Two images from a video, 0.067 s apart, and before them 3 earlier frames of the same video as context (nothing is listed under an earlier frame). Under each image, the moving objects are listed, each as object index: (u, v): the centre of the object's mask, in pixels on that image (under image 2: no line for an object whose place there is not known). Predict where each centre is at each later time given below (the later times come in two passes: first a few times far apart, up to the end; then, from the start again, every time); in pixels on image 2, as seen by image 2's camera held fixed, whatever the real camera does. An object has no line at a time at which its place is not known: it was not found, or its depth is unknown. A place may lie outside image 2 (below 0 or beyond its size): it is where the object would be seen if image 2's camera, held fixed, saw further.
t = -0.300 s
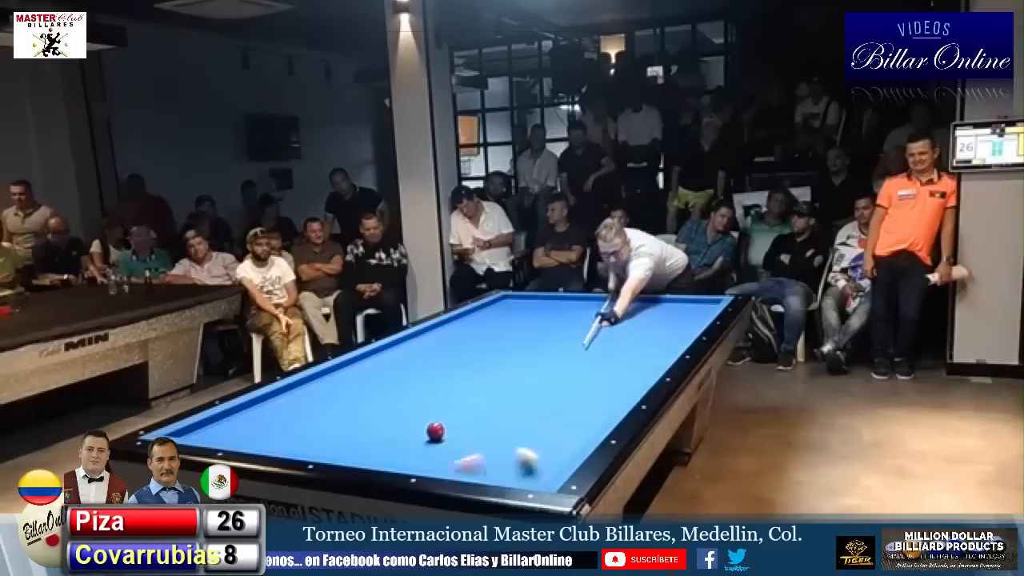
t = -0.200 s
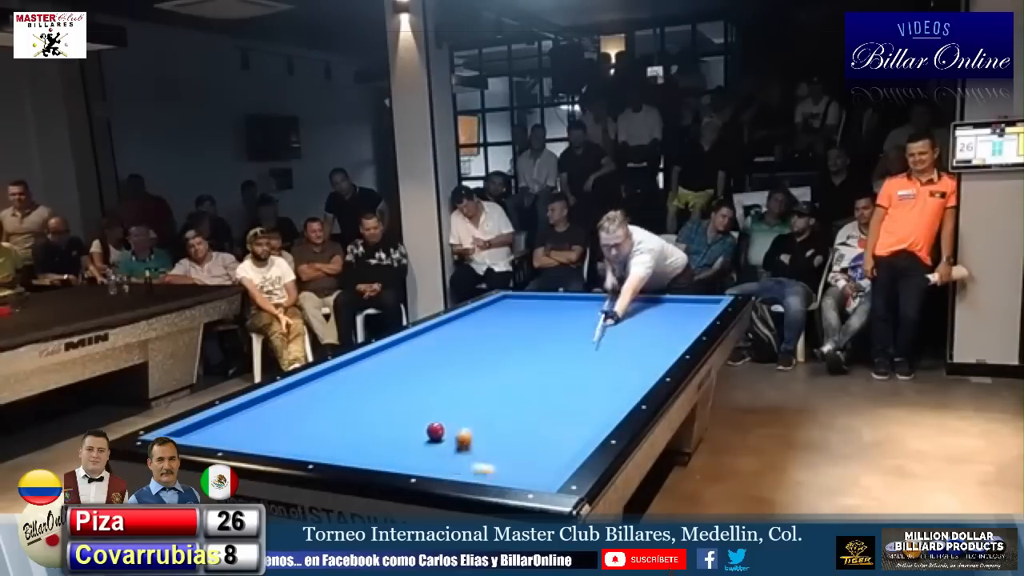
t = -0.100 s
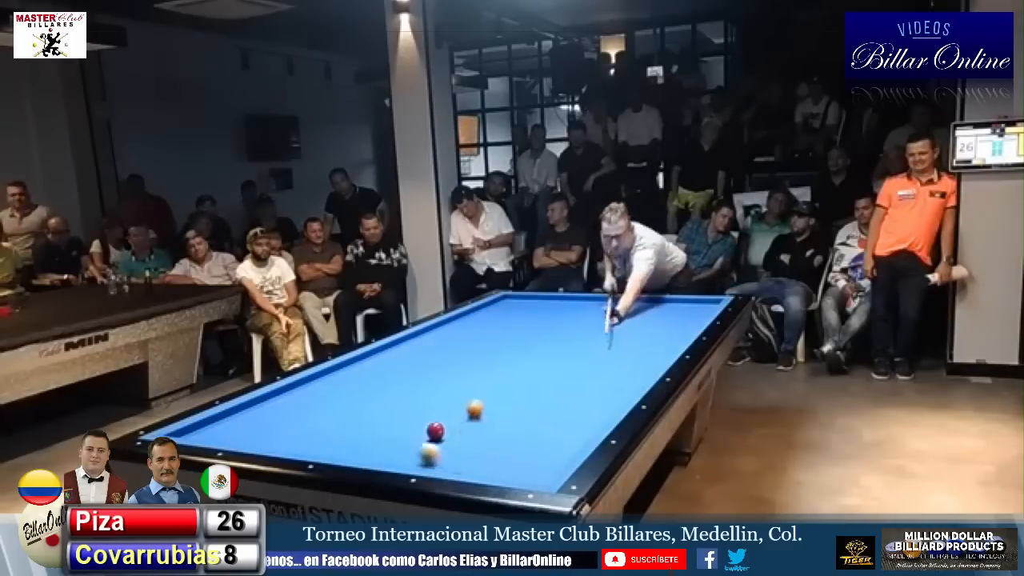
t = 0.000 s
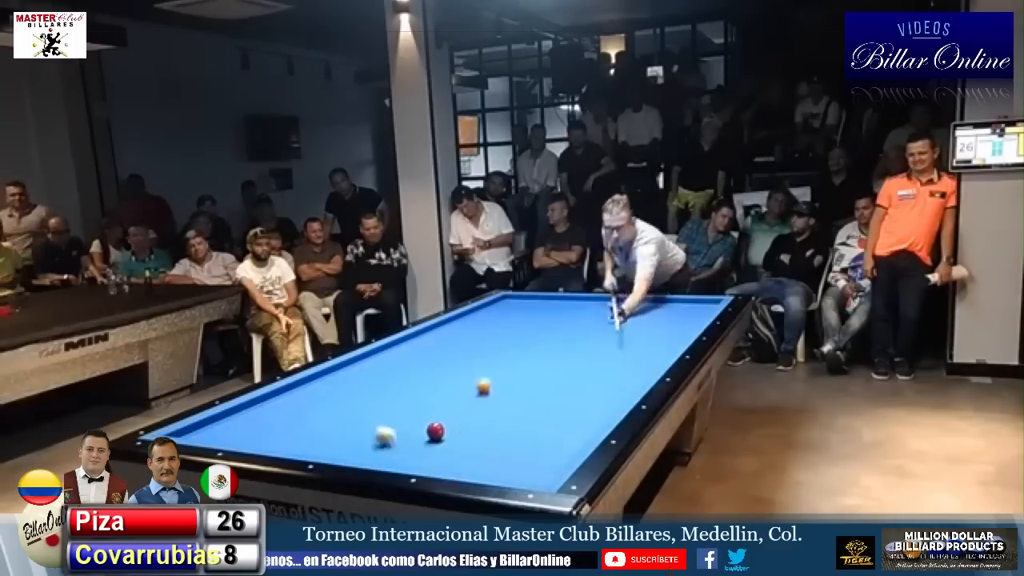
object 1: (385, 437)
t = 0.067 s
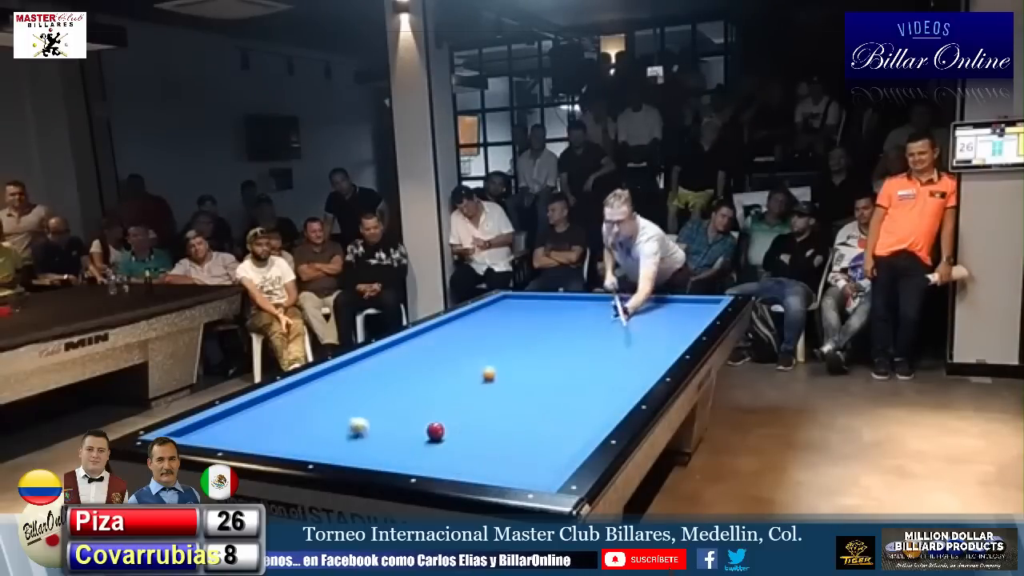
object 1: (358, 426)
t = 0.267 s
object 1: (290, 407)
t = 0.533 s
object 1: (326, 394)
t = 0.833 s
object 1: (416, 388)
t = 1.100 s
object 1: (486, 383)
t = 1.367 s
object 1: (556, 378)
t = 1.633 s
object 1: (626, 373)
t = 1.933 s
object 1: (620, 367)
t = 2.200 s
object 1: (595, 362)
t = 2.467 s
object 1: (574, 357)
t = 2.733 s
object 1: (553, 352)
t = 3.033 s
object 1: (533, 347)
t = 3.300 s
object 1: (516, 344)
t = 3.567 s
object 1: (500, 340)
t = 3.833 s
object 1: (486, 337)
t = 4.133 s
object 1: (471, 333)
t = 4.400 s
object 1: (459, 331)
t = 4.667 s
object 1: (447, 328)
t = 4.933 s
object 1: (437, 326)
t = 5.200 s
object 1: (446, 325)
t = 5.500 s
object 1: (457, 324)
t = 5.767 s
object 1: (466, 323)
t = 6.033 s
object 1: (475, 322)
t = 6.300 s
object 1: (484, 322)
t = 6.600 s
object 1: (492, 321)
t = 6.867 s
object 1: (500, 321)
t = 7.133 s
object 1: (506, 320)
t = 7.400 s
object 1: (512, 319)
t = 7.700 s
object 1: (518, 318)
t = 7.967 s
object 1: (522, 318)
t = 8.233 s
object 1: (526, 318)
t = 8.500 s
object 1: (530, 319)
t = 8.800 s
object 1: (533, 318)
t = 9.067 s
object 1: (536, 318)
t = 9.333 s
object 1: (537, 318)
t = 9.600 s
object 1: (538, 318)
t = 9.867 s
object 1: (539, 318)
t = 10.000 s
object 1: (539, 318)
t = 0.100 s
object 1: (345, 424)
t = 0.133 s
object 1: (334, 419)
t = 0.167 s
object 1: (322, 416)
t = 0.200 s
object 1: (311, 412)
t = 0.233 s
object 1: (300, 409)
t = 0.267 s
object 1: (290, 407)
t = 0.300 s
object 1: (280, 404)
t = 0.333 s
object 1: (270, 402)
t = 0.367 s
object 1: (262, 399)
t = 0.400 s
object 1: (274, 398)
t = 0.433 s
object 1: (288, 397)
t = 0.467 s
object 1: (301, 396)
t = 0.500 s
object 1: (313, 395)
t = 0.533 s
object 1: (326, 394)
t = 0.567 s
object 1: (337, 393)
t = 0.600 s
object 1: (348, 393)
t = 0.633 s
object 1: (359, 392)
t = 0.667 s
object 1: (369, 391)
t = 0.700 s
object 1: (379, 391)
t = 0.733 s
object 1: (388, 390)
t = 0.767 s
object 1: (397, 389)
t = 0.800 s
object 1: (406, 389)
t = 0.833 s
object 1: (416, 388)
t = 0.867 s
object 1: (424, 387)
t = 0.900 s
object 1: (433, 387)
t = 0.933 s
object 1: (442, 386)
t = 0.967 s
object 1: (451, 385)
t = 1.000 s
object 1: (460, 385)
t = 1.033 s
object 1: (469, 384)
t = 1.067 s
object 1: (478, 383)
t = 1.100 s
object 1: (486, 383)
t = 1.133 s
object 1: (495, 382)
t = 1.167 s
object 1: (504, 381)
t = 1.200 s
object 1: (513, 381)
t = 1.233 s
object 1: (522, 380)
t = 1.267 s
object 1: (530, 380)
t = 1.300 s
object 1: (540, 379)
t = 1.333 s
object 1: (548, 378)
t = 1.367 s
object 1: (556, 378)
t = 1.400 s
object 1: (565, 378)
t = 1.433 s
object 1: (574, 377)
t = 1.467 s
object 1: (582, 376)
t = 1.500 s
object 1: (591, 376)
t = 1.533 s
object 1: (600, 375)
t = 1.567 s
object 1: (608, 374)
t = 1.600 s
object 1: (617, 374)
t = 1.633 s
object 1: (626, 373)
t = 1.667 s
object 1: (633, 373)
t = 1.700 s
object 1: (642, 372)
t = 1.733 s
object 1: (645, 371)
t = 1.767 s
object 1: (640, 371)
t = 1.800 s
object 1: (635, 370)
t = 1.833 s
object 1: (631, 369)
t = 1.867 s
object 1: (627, 369)
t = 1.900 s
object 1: (623, 368)
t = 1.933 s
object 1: (620, 367)
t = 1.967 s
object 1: (617, 367)
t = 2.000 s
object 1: (614, 366)
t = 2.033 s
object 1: (611, 365)
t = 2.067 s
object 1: (607, 365)
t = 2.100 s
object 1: (604, 364)
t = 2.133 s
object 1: (601, 363)
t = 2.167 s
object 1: (598, 363)
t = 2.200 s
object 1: (595, 362)
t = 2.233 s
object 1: (592, 361)
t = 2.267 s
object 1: (589, 361)
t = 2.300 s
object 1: (587, 360)
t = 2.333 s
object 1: (584, 360)
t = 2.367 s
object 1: (582, 359)
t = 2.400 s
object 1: (579, 358)
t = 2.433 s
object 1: (576, 358)
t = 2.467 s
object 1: (574, 357)
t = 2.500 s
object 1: (571, 356)
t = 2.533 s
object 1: (569, 356)
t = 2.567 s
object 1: (566, 355)
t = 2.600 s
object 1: (563, 355)
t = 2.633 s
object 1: (561, 354)
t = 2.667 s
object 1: (558, 353)
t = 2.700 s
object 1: (556, 353)
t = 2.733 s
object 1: (553, 352)
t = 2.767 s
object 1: (551, 352)
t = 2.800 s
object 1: (549, 351)
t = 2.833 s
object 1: (546, 351)
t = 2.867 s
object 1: (544, 350)
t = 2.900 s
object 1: (541, 350)
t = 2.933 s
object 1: (539, 349)
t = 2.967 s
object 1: (537, 349)
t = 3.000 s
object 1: (535, 348)
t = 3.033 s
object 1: (533, 347)
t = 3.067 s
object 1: (530, 347)
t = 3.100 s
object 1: (528, 346)
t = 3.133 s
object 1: (526, 346)
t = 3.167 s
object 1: (524, 346)
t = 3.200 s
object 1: (522, 345)
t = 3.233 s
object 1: (519, 345)
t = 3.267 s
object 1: (518, 344)
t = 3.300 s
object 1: (516, 344)
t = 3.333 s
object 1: (514, 343)
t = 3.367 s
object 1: (512, 343)
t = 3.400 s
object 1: (510, 342)
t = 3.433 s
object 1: (508, 342)
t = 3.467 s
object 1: (506, 342)
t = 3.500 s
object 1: (504, 341)
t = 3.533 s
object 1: (502, 340)
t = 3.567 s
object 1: (500, 340)
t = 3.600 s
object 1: (498, 340)
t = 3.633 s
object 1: (496, 339)
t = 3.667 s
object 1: (494, 339)
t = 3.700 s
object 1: (493, 339)
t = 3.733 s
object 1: (491, 338)
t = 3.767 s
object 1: (490, 338)
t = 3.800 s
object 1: (488, 337)
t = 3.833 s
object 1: (486, 337)
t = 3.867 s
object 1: (484, 336)
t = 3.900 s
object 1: (482, 336)
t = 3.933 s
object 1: (481, 336)
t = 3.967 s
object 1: (479, 336)
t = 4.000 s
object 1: (478, 335)
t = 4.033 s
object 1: (476, 335)
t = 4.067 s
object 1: (474, 335)
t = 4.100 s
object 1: (473, 334)
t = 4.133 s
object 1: (471, 333)
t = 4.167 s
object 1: (470, 333)
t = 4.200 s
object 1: (468, 333)
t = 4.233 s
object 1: (466, 333)
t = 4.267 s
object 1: (465, 332)
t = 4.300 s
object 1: (463, 332)
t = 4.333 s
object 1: (462, 332)
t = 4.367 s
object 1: (460, 331)
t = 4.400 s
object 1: (459, 331)
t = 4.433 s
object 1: (457, 331)
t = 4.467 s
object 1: (456, 330)
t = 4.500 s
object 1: (454, 330)
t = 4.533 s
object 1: (453, 329)
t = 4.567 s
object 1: (452, 329)
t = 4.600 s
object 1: (450, 329)
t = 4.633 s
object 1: (449, 329)
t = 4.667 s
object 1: (447, 328)
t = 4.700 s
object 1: (446, 328)
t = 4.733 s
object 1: (445, 327)
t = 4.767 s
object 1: (443, 327)
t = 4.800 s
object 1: (442, 327)
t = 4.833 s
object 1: (440, 327)
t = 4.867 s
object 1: (439, 326)
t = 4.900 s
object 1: (438, 326)
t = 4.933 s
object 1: (437, 326)
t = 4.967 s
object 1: (437, 326)
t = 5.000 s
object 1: (438, 325)
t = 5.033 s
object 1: (439, 325)
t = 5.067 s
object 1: (440, 325)
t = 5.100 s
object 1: (442, 325)
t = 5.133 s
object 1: (443, 325)
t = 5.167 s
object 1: (444, 325)
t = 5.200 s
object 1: (446, 325)
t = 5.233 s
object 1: (447, 325)
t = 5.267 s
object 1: (448, 325)
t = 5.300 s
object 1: (449, 325)
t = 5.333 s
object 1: (451, 324)
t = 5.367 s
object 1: (452, 324)
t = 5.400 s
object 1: (453, 324)
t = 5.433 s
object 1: (454, 324)
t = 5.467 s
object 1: (456, 324)
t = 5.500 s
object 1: (457, 324)
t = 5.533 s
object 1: (458, 324)
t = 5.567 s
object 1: (459, 324)
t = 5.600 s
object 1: (461, 324)
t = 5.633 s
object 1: (462, 324)
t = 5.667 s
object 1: (463, 324)
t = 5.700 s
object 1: (464, 324)
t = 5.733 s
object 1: (466, 323)
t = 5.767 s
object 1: (466, 323)
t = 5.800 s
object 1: (468, 323)
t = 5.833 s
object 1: (468, 323)
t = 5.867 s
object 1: (470, 323)
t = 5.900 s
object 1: (471, 323)
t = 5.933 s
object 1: (472, 323)
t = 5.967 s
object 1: (473, 323)
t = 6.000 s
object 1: (474, 322)
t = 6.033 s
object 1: (475, 322)
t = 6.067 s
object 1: (476, 322)
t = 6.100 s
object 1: (478, 322)
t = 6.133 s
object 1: (479, 322)
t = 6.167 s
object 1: (480, 322)
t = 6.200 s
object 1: (481, 322)
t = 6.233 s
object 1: (482, 322)
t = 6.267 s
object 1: (483, 322)
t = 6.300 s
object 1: (484, 322)
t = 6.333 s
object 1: (485, 322)
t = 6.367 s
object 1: (486, 322)
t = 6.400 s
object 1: (487, 322)
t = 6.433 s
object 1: (488, 322)
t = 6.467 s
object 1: (489, 322)
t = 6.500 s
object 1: (490, 321)
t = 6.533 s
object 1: (491, 322)
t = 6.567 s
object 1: (492, 321)
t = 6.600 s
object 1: (492, 321)
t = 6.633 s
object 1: (493, 321)
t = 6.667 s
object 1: (494, 321)
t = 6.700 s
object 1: (495, 321)
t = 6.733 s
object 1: (496, 321)
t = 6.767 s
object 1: (497, 321)
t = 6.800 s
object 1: (498, 321)
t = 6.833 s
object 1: (498, 321)
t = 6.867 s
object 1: (500, 321)
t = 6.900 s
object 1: (501, 321)
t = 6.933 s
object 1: (501, 321)
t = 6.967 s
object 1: (502, 320)
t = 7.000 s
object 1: (503, 321)
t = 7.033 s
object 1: (504, 320)
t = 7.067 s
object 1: (505, 321)
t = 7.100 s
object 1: (505, 320)
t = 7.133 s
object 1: (506, 320)
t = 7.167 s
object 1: (507, 320)
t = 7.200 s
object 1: (508, 320)
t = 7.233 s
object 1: (508, 320)
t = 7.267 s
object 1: (509, 320)
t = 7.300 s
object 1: (510, 320)
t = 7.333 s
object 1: (511, 320)
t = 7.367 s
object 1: (511, 320)
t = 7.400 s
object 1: (512, 319)
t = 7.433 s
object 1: (513, 319)
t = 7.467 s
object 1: (514, 319)
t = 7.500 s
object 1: (514, 319)
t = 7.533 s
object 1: (515, 319)
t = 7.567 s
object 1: (516, 318)
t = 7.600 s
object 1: (517, 318)
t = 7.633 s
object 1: (517, 318)
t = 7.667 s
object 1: (517, 318)
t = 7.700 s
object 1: (518, 318)
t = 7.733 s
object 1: (518, 318)
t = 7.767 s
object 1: (519, 318)
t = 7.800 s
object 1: (519, 318)
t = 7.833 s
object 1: (520, 318)
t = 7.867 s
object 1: (520, 318)
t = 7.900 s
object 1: (521, 318)
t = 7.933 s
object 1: (522, 318)
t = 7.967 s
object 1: (522, 318)
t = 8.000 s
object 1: (523, 318)
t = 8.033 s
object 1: (523, 318)
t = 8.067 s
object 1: (524, 318)
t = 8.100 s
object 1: (524, 318)
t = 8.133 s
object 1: (525, 318)
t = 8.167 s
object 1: (525, 318)
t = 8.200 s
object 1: (526, 318)
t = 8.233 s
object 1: (526, 318)
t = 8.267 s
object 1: (527, 318)
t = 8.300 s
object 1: (527, 319)
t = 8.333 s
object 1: (528, 318)
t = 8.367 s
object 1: (528, 319)
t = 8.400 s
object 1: (529, 319)
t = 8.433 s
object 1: (529, 318)
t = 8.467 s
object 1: (530, 318)
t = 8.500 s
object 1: (530, 319)
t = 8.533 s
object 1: (530, 318)
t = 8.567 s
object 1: (531, 318)
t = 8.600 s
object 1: (531, 318)
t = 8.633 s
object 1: (532, 318)
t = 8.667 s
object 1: (532, 318)
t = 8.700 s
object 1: (532, 318)
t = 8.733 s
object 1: (533, 318)
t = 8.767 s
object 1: (533, 318)
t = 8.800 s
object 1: (533, 318)
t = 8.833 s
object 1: (534, 318)
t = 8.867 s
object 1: (534, 318)
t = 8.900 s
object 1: (534, 318)
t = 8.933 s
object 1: (534, 318)
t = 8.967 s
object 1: (535, 318)
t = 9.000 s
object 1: (535, 318)
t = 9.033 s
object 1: (535, 318)
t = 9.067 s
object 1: (536, 318)
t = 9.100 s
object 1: (536, 318)
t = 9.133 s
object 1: (536, 318)
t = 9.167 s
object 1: (536, 318)
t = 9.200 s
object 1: (536, 318)
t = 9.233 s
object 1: (537, 318)
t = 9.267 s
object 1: (537, 318)
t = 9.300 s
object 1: (537, 318)
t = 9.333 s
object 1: (537, 318)
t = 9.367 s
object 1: (537, 318)
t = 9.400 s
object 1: (538, 318)
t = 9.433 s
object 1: (538, 318)
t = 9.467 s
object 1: (538, 318)
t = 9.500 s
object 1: (538, 318)
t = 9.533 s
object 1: (538, 318)
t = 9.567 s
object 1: (538, 318)
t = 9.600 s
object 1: (538, 318)
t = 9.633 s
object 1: (538, 318)
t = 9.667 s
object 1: (539, 318)
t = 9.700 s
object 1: (539, 318)
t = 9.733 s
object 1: (539, 318)
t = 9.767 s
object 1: (539, 318)
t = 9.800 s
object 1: (539, 318)
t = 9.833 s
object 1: (539, 318)
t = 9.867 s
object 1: (539, 318)
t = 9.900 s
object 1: (539, 318)
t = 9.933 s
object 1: (539, 318)
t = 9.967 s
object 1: (539, 318)
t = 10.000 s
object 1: (539, 318)
